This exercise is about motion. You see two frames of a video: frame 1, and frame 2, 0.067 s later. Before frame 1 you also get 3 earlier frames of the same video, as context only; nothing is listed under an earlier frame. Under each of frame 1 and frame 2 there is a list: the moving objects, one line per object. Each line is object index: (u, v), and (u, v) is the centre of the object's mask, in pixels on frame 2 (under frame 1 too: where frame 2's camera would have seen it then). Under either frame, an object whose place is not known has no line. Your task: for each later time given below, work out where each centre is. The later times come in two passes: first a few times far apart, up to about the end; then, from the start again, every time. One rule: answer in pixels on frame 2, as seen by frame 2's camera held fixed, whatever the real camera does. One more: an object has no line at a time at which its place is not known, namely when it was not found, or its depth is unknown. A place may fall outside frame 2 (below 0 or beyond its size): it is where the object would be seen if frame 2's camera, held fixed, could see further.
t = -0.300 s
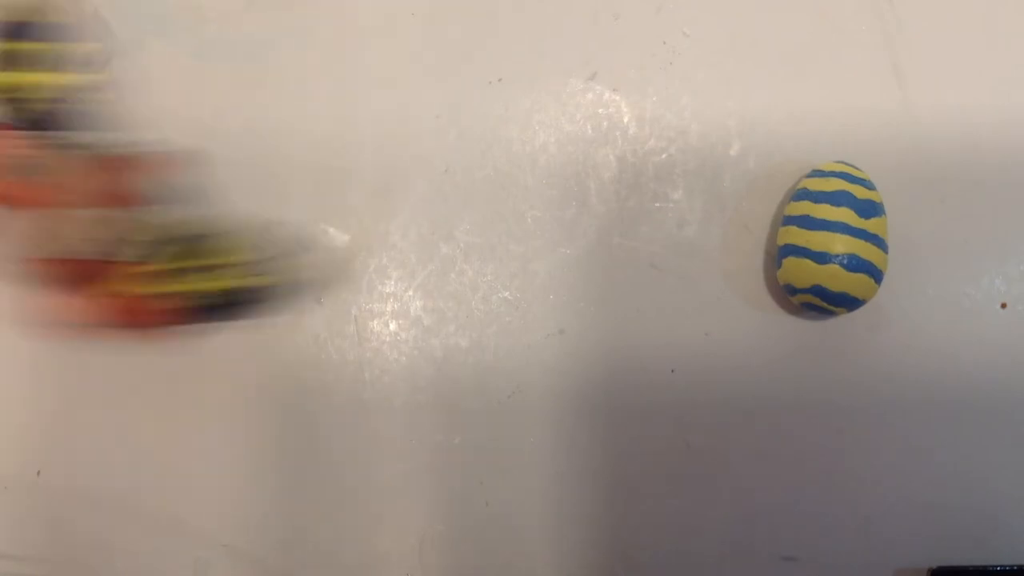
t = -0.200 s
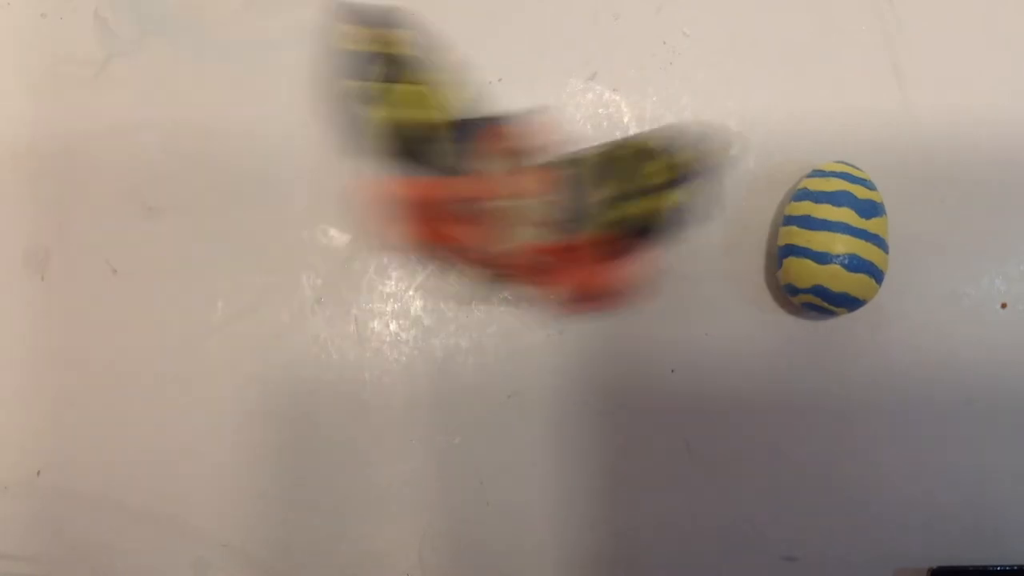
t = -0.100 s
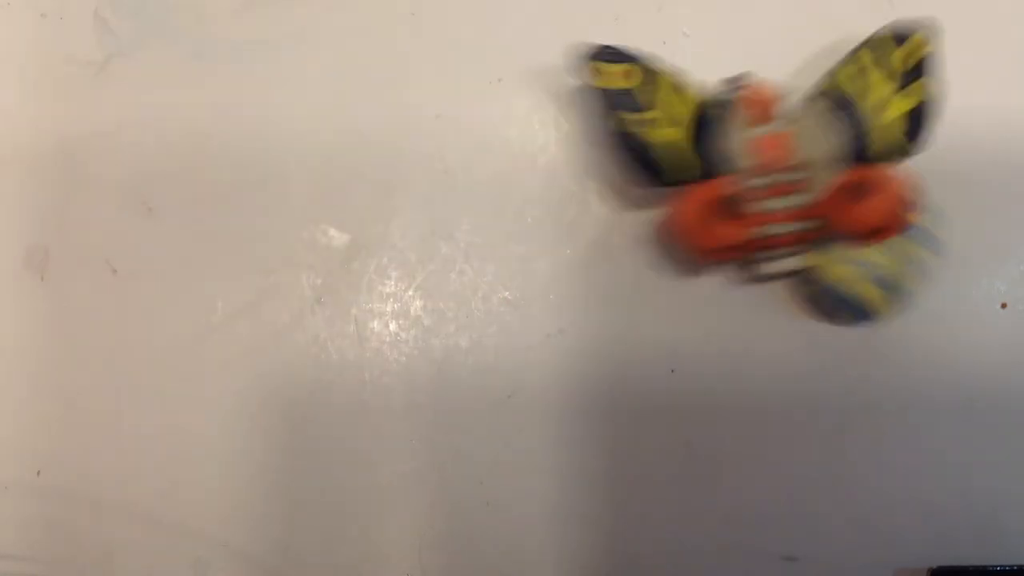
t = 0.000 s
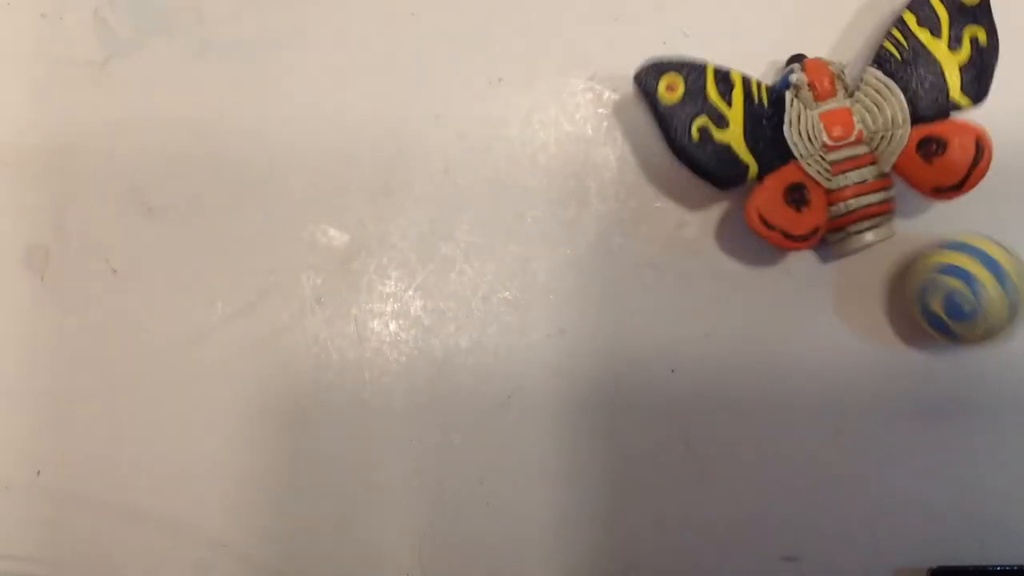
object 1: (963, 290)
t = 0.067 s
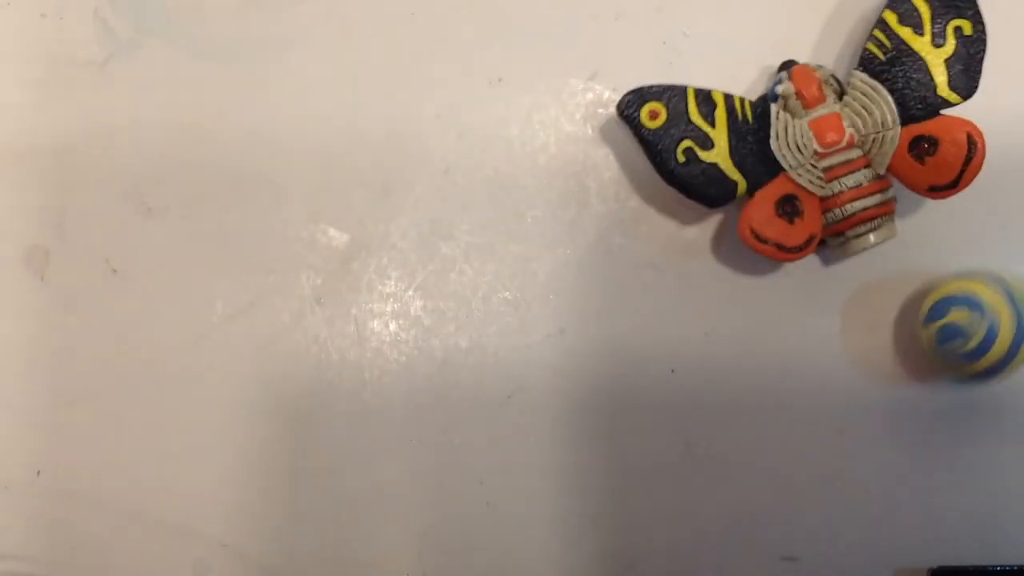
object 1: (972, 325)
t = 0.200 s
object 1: (873, 417)
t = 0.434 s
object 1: (751, 392)
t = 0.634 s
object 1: (722, 268)
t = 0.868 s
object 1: (779, 284)
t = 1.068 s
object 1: (775, 310)
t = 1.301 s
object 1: (783, 340)
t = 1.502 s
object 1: (797, 353)
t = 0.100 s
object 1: (958, 344)
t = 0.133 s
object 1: (935, 364)
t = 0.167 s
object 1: (906, 388)
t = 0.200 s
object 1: (873, 417)
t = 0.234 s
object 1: (846, 440)
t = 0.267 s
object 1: (825, 461)
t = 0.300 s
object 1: (804, 469)
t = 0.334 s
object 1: (785, 465)
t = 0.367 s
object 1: (772, 449)
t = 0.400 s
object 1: (758, 424)
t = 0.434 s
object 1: (751, 392)
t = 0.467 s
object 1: (738, 355)
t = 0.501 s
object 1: (719, 323)
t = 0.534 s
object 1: (711, 300)
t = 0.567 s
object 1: (709, 278)
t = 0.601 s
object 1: (713, 268)
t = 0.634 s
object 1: (722, 268)
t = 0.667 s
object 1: (737, 280)
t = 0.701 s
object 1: (759, 294)
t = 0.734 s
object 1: (782, 305)
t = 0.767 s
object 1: (793, 307)
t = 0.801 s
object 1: (795, 302)
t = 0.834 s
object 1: (786, 291)
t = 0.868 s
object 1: (779, 284)
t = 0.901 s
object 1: (773, 280)
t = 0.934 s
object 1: (773, 280)
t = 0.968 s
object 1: (775, 286)
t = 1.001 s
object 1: (782, 295)
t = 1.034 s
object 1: (781, 303)
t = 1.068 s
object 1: (775, 310)
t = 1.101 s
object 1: (766, 314)
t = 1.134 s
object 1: (764, 317)
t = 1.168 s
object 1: (769, 318)
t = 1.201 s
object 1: (776, 320)
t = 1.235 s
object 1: (780, 325)
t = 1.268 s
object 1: (781, 333)
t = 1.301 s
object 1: (783, 340)
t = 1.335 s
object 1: (787, 344)
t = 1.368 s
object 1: (793, 348)
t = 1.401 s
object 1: (795, 354)
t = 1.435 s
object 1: (795, 357)
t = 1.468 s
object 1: (798, 354)
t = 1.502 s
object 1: (797, 353)
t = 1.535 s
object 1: (792, 353)
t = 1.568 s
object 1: (788, 350)
